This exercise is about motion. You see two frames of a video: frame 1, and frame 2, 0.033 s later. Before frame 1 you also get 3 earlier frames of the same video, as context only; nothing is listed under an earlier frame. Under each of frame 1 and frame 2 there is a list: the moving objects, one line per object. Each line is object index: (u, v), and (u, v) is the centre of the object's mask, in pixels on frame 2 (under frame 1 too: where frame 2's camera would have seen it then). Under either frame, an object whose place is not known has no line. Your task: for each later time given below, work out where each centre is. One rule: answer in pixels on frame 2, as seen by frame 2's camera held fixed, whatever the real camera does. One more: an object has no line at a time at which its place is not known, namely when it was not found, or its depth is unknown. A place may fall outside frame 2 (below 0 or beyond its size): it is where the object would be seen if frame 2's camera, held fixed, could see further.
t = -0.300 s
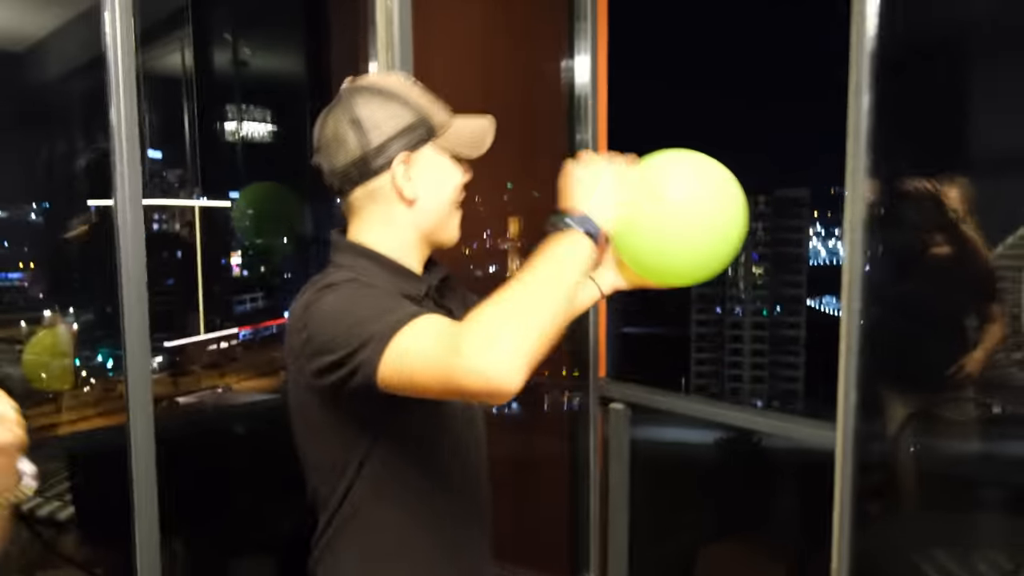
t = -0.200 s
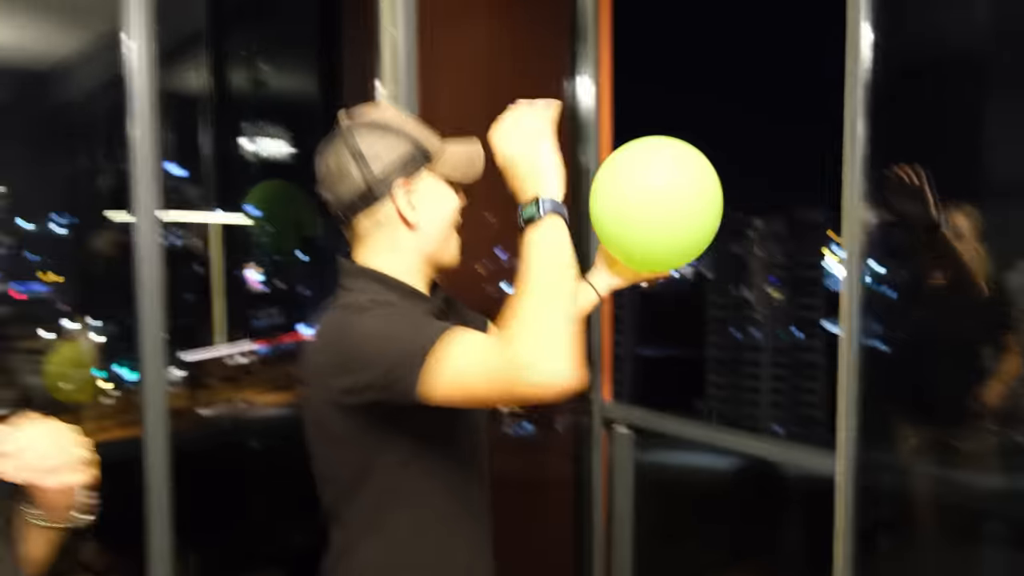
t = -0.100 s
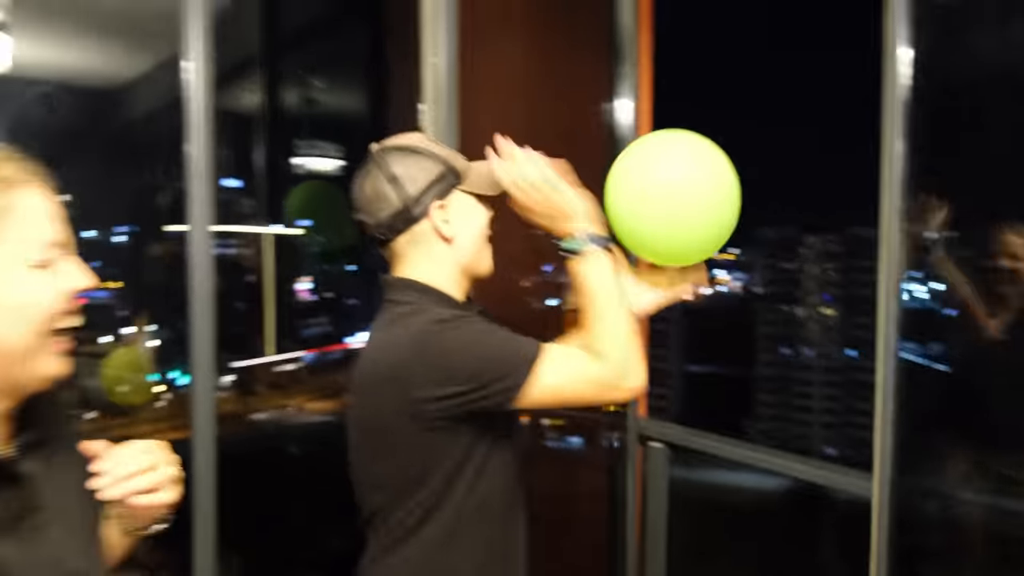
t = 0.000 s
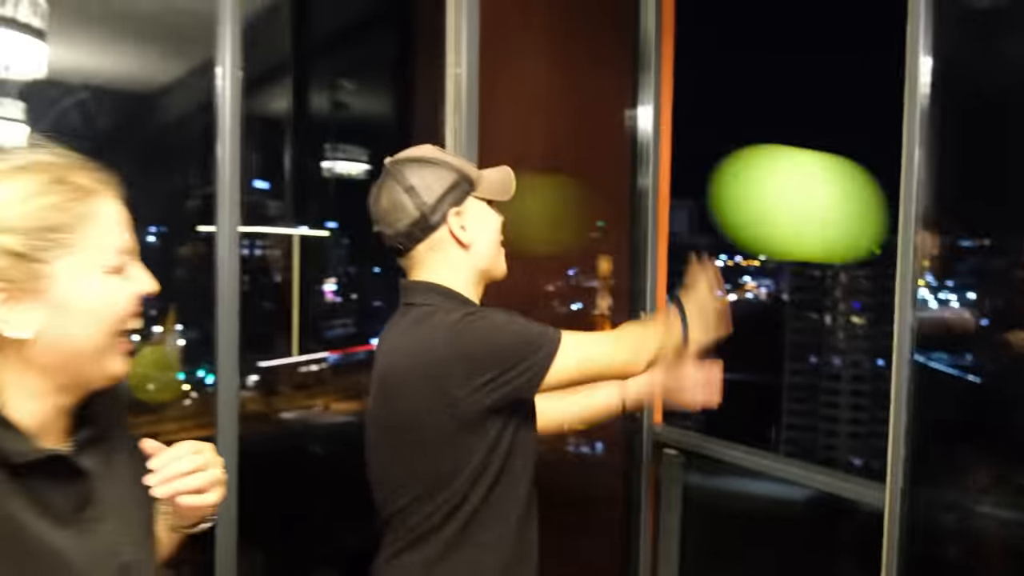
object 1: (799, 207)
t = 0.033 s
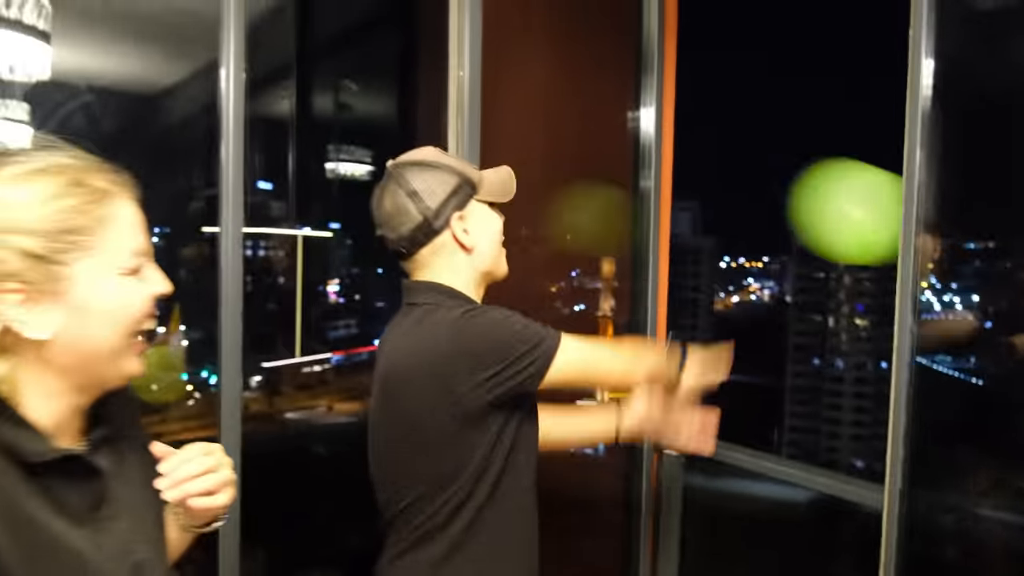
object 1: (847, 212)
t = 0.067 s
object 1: (890, 223)
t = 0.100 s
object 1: (933, 250)
